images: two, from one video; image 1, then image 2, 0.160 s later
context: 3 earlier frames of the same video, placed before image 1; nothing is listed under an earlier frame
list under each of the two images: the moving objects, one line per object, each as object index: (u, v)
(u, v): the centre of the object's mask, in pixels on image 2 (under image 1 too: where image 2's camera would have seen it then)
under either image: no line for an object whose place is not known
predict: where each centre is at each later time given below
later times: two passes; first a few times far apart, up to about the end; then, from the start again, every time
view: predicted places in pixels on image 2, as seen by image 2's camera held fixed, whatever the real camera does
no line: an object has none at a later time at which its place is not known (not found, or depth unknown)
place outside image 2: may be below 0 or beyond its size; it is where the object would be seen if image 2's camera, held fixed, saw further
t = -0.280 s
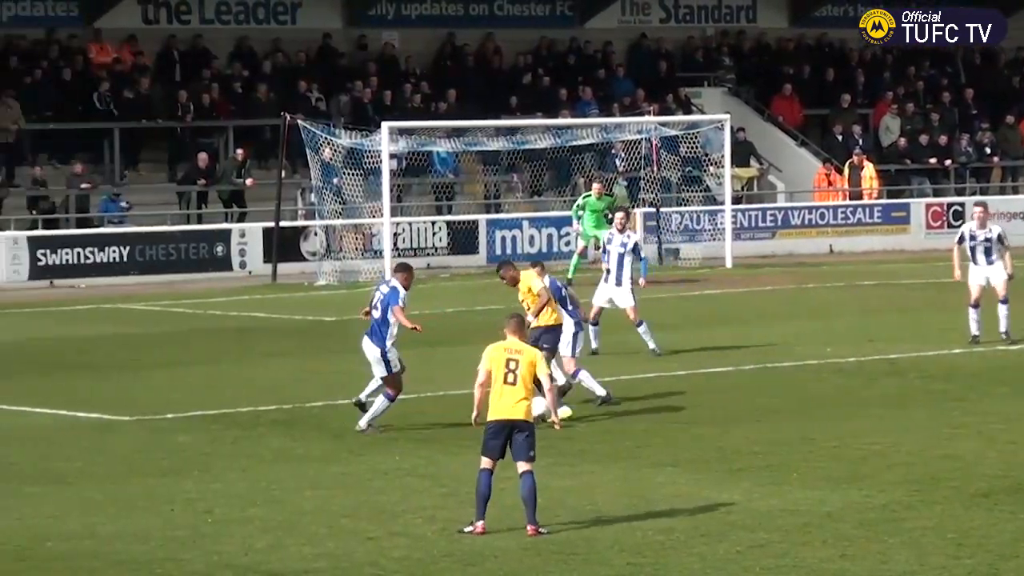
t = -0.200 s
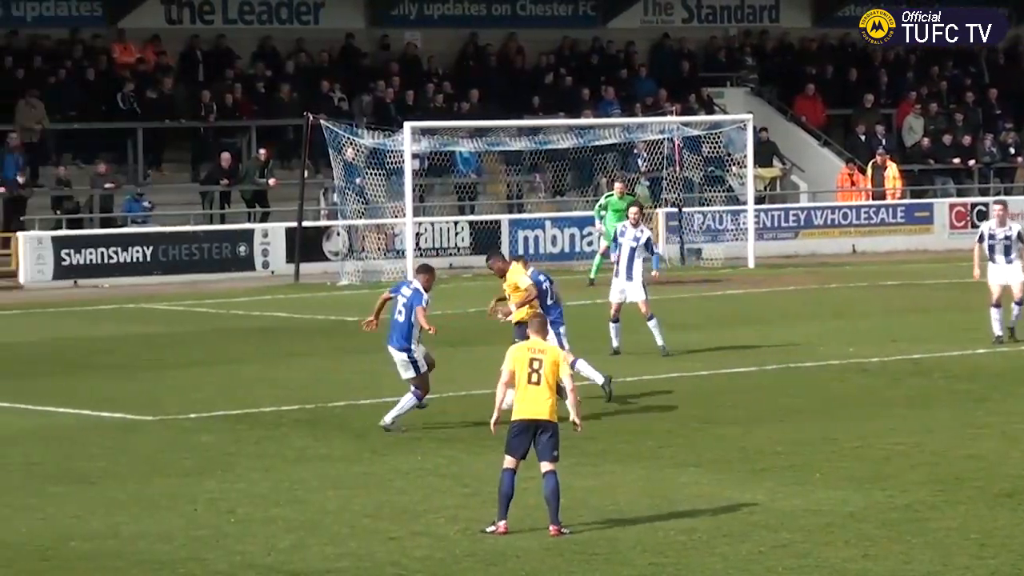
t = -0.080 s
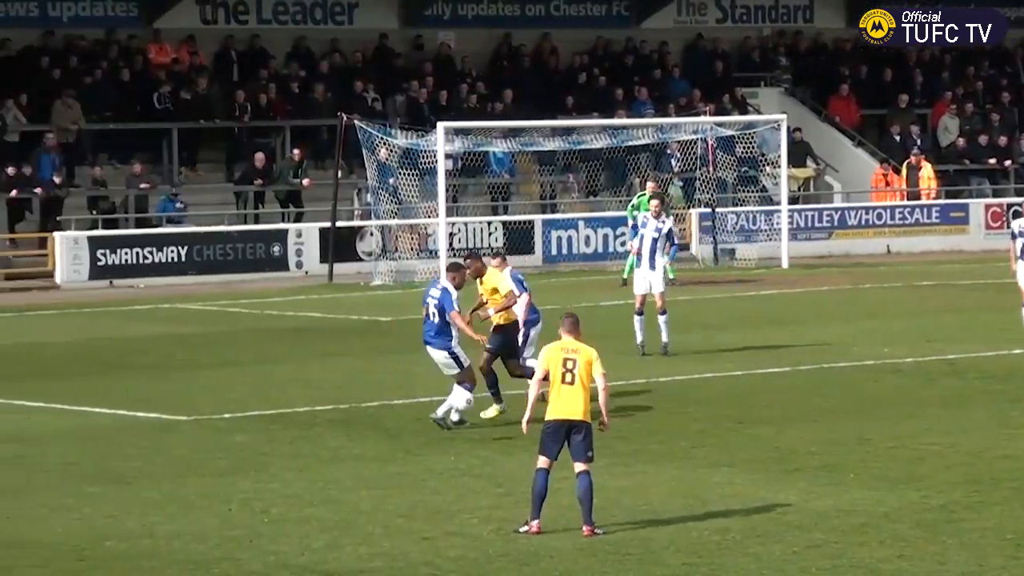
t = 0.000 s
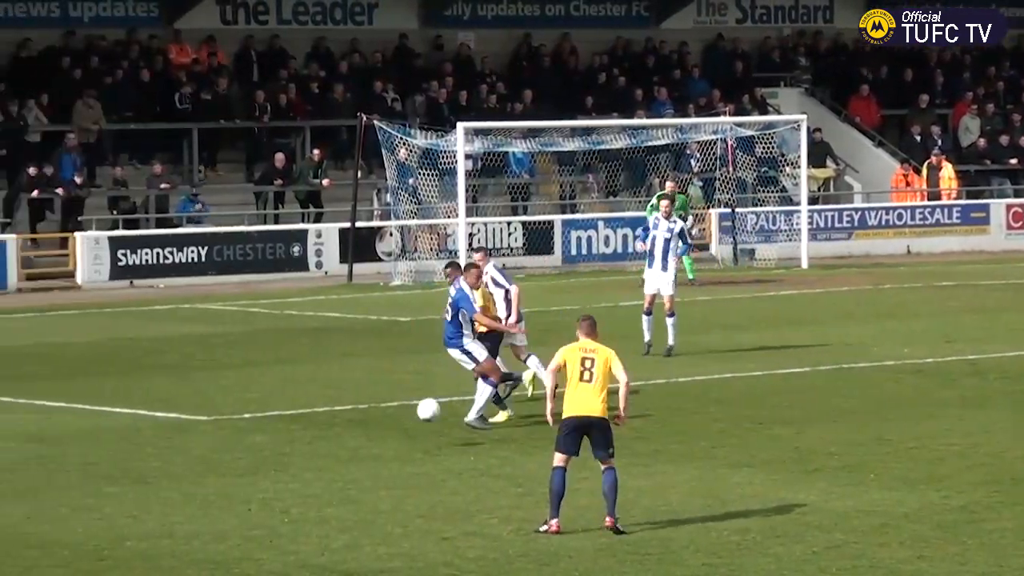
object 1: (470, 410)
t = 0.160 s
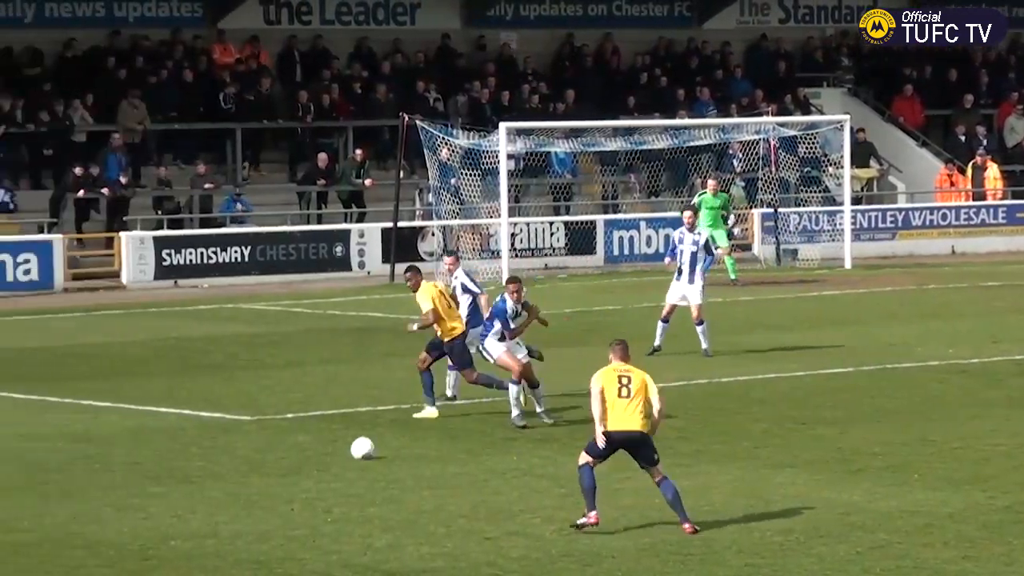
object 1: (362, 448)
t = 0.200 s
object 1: (337, 446)
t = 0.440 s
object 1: (185, 461)
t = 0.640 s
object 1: (65, 476)
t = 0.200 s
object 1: (337, 446)
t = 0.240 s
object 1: (312, 444)
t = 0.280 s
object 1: (287, 444)
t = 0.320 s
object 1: (262, 445)
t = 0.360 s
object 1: (236, 449)
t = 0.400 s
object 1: (211, 454)
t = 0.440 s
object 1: (185, 461)
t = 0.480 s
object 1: (159, 470)
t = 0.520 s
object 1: (135, 471)
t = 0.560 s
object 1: (112, 472)
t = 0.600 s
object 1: (90, 473)
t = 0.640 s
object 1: (65, 476)
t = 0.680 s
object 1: (41, 482)
